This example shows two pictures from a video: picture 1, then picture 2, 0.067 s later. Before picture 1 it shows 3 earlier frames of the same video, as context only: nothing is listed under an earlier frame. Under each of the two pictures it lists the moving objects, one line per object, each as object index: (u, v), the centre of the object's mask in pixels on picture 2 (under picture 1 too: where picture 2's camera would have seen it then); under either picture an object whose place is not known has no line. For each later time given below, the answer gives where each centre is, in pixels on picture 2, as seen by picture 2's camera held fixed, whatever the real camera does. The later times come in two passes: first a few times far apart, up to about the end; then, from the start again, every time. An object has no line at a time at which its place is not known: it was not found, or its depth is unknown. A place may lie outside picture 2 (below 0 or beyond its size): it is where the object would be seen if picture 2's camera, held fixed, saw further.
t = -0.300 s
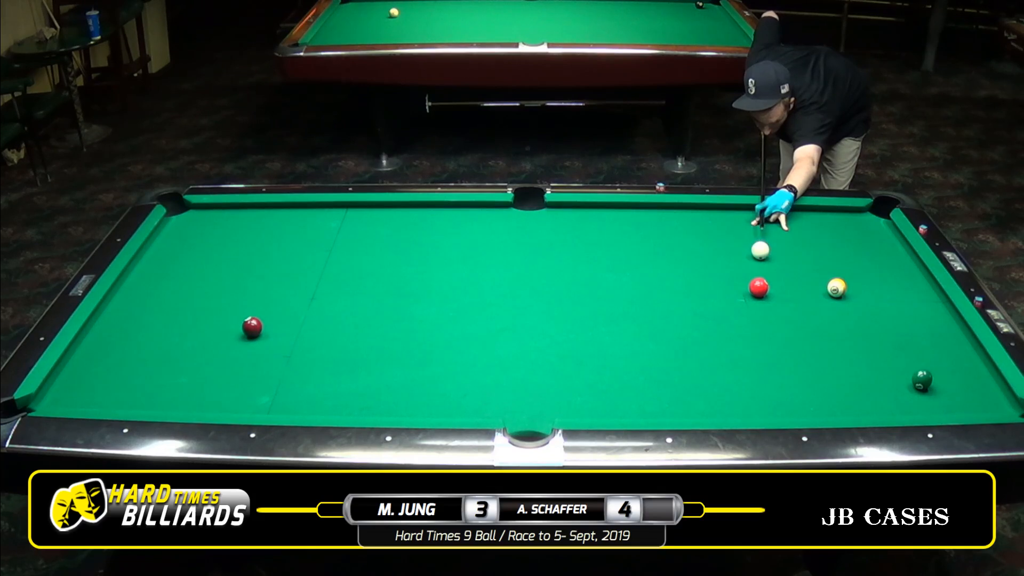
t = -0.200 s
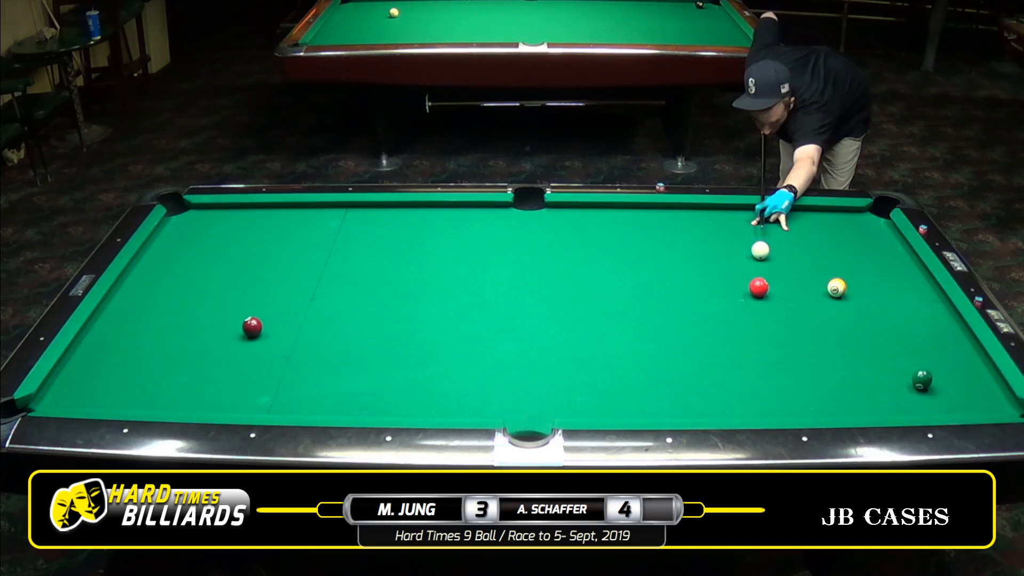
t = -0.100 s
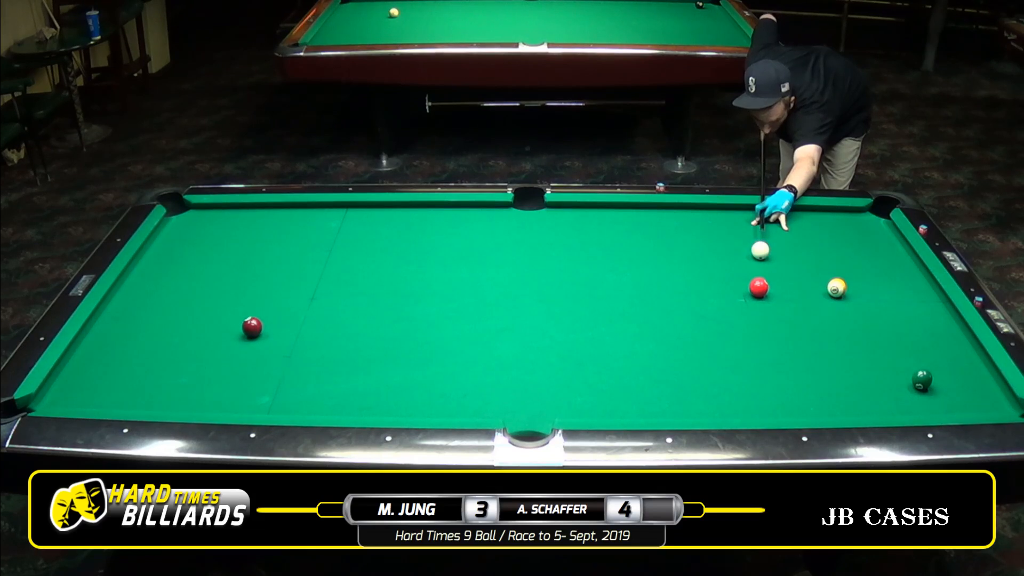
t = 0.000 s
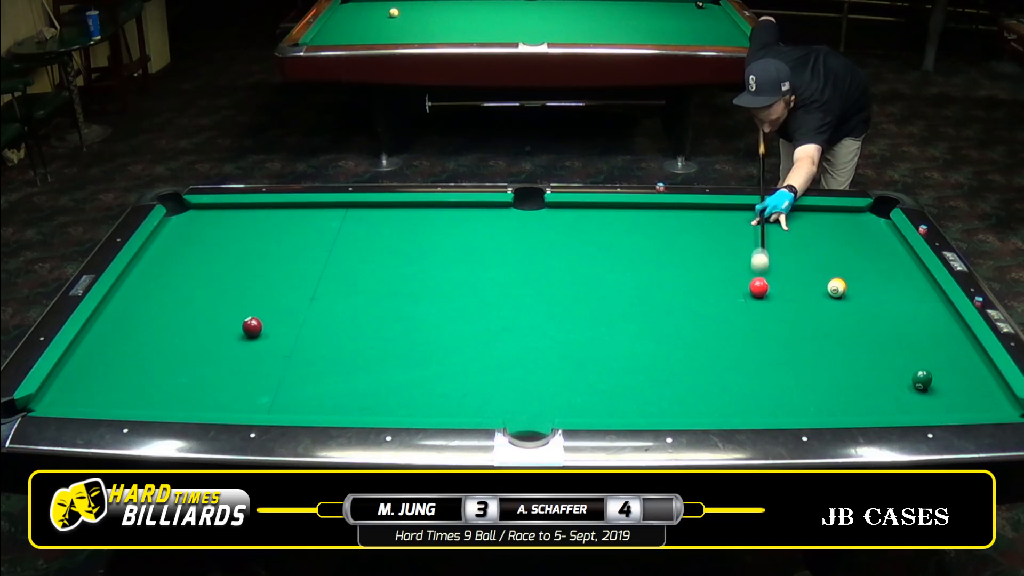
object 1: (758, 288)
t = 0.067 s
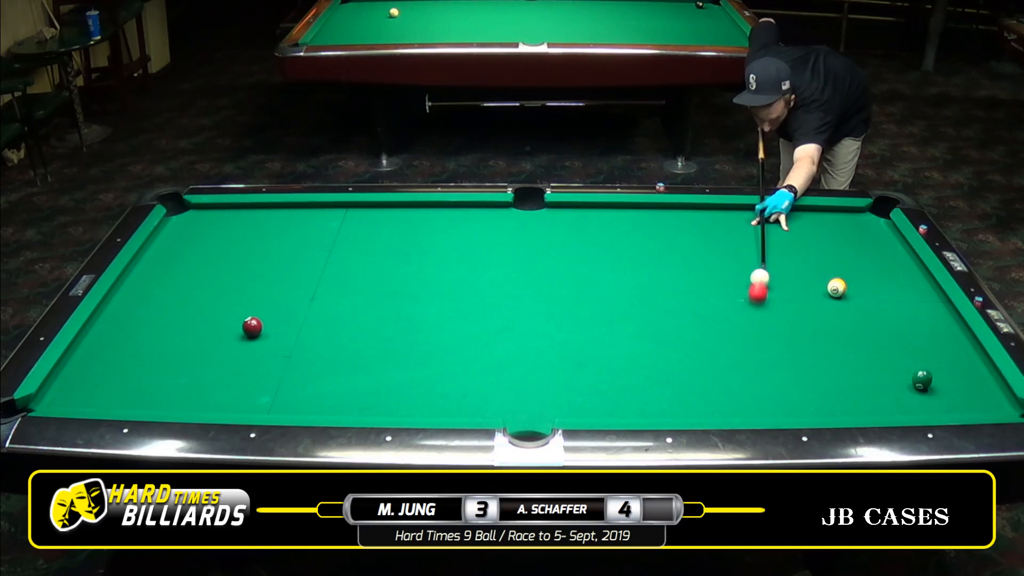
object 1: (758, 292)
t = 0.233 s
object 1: (749, 345)
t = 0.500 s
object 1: (728, 405)
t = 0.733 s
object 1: (688, 359)
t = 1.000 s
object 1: (649, 315)
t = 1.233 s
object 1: (620, 281)
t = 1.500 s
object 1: (591, 248)
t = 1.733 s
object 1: (569, 223)
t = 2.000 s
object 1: (551, 211)
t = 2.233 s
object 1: (543, 226)
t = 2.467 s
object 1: (535, 241)
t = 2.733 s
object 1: (526, 258)
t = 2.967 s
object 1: (517, 274)
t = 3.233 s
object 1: (507, 292)
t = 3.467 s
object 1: (497, 308)
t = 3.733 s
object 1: (487, 327)
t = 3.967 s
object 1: (478, 343)
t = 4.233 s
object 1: (468, 361)
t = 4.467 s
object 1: (459, 378)
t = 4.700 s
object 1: (451, 391)
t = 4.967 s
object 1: (441, 407)
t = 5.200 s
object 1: (436, 407)
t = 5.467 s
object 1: (433, 398)
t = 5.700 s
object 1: (432, 390)
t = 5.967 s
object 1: (430, 382)
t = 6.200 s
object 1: (428, 376)
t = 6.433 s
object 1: (426, 371)
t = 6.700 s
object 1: (425, 367)
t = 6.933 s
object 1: (425, 364)
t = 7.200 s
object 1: (424, 363)
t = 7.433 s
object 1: (424, 363)
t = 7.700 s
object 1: (424, 363)
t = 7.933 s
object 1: (424, 363)
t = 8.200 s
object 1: (424, 363)
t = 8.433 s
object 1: (424, 363)
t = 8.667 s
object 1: (424, 363)
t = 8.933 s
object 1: (424, 363)
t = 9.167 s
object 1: (424, 363)
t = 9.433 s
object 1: (424, 363)
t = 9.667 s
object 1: (424, 363)
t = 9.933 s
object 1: (424, 363)
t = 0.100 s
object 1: (756, 303)
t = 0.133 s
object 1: (754, 314)
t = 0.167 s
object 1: (752, 324)
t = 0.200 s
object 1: (750, 335)
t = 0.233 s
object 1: (749, 345)
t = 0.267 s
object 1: (747, 355)
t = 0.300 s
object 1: (745, 364)
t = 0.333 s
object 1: (743, 374)
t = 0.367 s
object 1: (741, 384)
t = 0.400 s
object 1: (739, 394)
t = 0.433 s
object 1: (737, 405)
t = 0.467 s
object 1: (734, 410)
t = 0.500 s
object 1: (728, 405)
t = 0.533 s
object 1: (722, 398)
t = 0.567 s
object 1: (716, 391)
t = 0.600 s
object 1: (710, 384)
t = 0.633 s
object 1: (704, 378)
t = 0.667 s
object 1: (699, 371)
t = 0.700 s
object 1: (693, 365)
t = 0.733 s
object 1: (688, 359)
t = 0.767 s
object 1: (683, 353)
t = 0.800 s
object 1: (678, 347)
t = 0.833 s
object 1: (673, 342)
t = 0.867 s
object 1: (668, 336)
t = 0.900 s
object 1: (663, 330)
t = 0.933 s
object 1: (659, 325)
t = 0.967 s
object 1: (654, 320)
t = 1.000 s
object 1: (649, 315)
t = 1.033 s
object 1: (645, 309)
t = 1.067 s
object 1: (641, 304)
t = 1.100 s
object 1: (636, 299)
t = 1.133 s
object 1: (632, 295)
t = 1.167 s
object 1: (628, 290)
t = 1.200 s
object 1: (624, 286)
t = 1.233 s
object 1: (620, 281)
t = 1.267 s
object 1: (616, 277)
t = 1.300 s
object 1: (612, 272)
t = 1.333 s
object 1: (608, 268)
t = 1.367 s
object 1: (605, 264)
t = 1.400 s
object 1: (601, 260)
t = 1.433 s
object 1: (598, 256)
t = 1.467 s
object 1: (594, 252)
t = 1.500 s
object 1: (591, 248)
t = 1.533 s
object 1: (587, 244)
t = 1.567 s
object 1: (584, 241)
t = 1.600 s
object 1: (581, 237)
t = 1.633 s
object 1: (578, 234)
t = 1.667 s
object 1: (575, 230)
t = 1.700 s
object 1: (572, 227)
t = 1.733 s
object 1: (569, 223)
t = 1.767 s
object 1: (566, 220)
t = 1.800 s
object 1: (563, 216)
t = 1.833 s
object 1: (560, 213)
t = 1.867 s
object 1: (558, 210)
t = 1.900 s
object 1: (555, 207)
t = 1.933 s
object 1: (553, 207)
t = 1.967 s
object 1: (552, 209)
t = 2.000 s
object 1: (551, 211)
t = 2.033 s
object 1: (550, 213)
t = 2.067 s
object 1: (549, 215)
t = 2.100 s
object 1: (548, 217)
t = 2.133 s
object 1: (546, 220)
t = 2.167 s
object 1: (545, 222)
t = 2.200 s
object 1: (544, 224)
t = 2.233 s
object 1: (543, 226)
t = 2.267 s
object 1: (542, 228)
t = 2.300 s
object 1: (541, 230)
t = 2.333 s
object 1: (540, 232)
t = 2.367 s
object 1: (539, 234)
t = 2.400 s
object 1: (538, 237)
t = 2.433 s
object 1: (536, 239)
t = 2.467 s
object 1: (535, 241)
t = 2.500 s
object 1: (534, 243)
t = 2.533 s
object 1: (533, 245)
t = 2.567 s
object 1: (532, 247)
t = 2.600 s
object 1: (530, 250)
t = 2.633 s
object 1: (530, 252)
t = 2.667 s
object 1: (528, 254)
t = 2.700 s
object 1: (527, 256)
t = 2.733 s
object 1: (526, 258)
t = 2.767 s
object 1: (525, 261)
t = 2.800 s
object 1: (523, 263)
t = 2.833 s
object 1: (522, 265)
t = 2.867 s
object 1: (520, 267)
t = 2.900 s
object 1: (519, 269)
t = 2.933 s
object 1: (518, 272)
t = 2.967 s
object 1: (517, 274)
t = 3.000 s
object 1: (516, 276)
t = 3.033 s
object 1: (514, 279)
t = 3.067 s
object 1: (513, 281)
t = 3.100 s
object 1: (512, 283)
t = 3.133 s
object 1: (511, 285)
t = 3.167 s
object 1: (510, 287)
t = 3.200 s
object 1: (508, 290)
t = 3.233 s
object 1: (507, 292)
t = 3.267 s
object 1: (505, 294)
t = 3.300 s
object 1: (504, 297)
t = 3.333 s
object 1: (503, 299)
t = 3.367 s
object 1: (501, 301)
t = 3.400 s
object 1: (500, 304)
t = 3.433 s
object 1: (499, 306)
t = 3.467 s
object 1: (497, 308)
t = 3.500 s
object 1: (496, 311)
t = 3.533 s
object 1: (495, 313)
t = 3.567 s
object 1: (494, 315)
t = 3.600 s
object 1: (492, 318)
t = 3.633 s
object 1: (491, 320)
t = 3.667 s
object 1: (489, 322)
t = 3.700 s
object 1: (488, 324)
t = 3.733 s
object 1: (487, 327)
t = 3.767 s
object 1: (486, 329)
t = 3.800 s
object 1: (484, 331)
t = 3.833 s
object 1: (483, 334)
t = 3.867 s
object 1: (482, 336)
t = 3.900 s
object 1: (481, 338)
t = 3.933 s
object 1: (479, 341)
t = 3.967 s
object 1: (478, 343)
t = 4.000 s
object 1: (477, 345)
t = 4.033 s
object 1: (476, 348)
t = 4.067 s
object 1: (474, 350)
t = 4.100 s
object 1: (473, 352)
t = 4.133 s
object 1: (471, 355)
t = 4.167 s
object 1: (470, 357)
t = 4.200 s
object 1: (469, 359)
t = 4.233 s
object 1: (468, 361)
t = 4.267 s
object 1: (466, 364)
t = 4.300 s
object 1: (465, 366)
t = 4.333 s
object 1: (464, 369)
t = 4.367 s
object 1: (462, 371)
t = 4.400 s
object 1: (461, 373)
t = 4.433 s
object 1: (460, 375)
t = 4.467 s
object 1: (459, 378)
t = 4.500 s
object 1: (458, 380)
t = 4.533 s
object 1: (458, 380)
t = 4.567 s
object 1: (456, 382)
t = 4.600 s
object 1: (455, 384)
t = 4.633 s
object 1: (454, 387)
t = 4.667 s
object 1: (452, 389)
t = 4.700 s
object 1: (451, 391)
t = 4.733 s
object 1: (450, 393)
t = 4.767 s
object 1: (448, 396)
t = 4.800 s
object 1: (447, 398)
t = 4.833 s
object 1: (446, 400)
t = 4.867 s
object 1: (445, 402)
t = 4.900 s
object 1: (443, 404)
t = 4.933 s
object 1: (442, 406)
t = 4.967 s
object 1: (441, 407)
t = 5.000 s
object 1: (440, 409)
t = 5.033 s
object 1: (439, 410)
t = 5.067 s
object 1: (438, 411)
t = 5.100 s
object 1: (437, 410)
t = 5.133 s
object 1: (437, 409)
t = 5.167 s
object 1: (436, 408)
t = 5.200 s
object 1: (436, 407)
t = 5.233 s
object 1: (436, 406)
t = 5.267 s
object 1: (435, 405)
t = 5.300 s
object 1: (435, 404)
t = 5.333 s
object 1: (435, 403)
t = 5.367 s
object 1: (434, 401)
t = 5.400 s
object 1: (434, 400)
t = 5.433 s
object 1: (433, 399)
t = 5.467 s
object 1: (433, 398)
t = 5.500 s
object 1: (433, 396)
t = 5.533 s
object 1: (433, 395)
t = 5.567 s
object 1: (433, 394)
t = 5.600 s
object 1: (433, 393)
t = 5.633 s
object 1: (432, 392)
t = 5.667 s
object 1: (432, 391)
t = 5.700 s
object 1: (432, 390)
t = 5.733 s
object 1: (431, 388)
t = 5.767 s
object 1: (431, 387)
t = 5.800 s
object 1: (431, 386)
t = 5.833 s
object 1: (431, 385)
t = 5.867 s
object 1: (430, 384)
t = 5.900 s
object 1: (430, 383)
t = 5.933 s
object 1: (430, 382)
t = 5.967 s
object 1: (430, 382)
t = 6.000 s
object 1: (429, 381)
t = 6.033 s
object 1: (429, 380)
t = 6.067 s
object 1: (429, 379)
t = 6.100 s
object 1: (429, 378)
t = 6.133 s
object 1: (429, 377)
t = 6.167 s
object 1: (428, 377)
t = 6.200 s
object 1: (428, 376)
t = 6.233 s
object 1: (428, 375)
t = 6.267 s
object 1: (428, 374)
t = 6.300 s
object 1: (427, 374)
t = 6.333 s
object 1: (427, 373)
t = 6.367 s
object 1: (427, 372)
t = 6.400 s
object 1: (427, 372)
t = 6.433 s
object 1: (426, 371)
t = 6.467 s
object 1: (426, 371)
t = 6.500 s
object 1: (426, 370)
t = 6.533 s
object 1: (426, 369)
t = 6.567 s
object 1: (426, 369)
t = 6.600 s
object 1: (425, 368)
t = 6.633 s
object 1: (425, 368)
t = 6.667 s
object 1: (425, 367)
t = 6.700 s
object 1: (425, 367)
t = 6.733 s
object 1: (425, 367)
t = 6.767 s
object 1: (425, 366)
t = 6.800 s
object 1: (425, 366)
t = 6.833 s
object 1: (425, 365)
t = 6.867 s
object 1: (425, 365)
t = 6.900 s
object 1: (425, 365)
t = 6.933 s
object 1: (425, 364)
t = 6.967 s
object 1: (425, 364)
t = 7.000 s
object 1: (425, 364)
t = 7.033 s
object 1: (425, 364)
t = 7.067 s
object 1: (425, 364)
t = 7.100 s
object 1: (425, 363)
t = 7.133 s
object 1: (425, 363)
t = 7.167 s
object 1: (424, 363)
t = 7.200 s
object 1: (424, 363)
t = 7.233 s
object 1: (424, 363)
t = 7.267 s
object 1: (424, 363)
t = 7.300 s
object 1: (424, 363)
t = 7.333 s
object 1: (424, 363)
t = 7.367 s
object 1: (424, 363)
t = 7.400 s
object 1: (424, 363)
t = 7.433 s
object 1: (424, 363)
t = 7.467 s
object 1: (424, 363)
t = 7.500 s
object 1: (424, 363)
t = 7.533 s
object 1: (424, 363)
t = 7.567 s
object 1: (424, 363)
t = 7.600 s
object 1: (424, 363)
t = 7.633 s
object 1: (424, 363)
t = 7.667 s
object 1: (424, 363)
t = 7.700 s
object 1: (424, 363)
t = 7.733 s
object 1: (424, 363)
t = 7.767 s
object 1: (424, 363)
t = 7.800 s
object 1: (424, 363)
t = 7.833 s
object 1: (424, 363)
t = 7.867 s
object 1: (424, 363)
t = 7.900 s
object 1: (424, 363)
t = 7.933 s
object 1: (424, 363)
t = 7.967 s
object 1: (424, 363)
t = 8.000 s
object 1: (424, 363)
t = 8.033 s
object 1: (424, 363)
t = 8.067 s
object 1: (424, 363)
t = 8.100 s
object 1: (424, 363)
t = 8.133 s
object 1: (424, 363)
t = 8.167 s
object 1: (424, 363)
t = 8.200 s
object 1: (424, 363)
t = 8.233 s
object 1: (424, 363)
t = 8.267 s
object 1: (424, 363)
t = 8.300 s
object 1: (424, 363)
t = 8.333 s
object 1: (424, 363)
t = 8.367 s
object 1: (424, 363)
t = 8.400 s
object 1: (424, 363)
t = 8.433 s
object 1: (424, 363)
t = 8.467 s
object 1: (424, 363)
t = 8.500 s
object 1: (424, 363)
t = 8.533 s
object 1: (424, 363)
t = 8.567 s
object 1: (424, 363)
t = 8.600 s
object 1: (424, 363)
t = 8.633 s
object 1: (424, 363)
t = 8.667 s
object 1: (424, 363)
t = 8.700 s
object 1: (424, 363)
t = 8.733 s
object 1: (424, 363)
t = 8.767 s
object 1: (424, 363)
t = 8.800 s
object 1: (424, 363)
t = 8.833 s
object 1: (424, 363)
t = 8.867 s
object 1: (424, 363)
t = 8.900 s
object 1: (424, 363)
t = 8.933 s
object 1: (424, 363)
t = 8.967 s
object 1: (424, 363)
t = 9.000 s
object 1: (424, 363)
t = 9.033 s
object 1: (424, 363)
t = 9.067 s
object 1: (424, 363)
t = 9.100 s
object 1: (424, 363)
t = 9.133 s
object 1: (424, 363)
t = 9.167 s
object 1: (424, 363)
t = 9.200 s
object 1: (424, 363)
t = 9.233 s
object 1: (424, 363)
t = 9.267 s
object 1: (424, 363)
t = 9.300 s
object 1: (424, 363)
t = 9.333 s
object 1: (424, 363)
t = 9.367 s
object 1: (424, 363)
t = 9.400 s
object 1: (424, 363)
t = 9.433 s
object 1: (424, 363)
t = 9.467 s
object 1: (424, 363)
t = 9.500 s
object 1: (424, 363)
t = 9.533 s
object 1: (424, 364)
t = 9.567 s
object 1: (424, 363)
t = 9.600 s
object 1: (424, 363)
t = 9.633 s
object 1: (424, 363)
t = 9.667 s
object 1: (424, 363)
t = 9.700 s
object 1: (424, 363)
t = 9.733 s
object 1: (424, 363)
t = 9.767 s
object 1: (424, 363)
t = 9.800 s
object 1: (424, 363)
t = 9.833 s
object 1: (424, 364)
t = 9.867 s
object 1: (424, 363)
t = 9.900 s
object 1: (424, 363)
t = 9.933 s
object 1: (424, 363)
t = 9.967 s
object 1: (424, 363)
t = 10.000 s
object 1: (424, 363)
